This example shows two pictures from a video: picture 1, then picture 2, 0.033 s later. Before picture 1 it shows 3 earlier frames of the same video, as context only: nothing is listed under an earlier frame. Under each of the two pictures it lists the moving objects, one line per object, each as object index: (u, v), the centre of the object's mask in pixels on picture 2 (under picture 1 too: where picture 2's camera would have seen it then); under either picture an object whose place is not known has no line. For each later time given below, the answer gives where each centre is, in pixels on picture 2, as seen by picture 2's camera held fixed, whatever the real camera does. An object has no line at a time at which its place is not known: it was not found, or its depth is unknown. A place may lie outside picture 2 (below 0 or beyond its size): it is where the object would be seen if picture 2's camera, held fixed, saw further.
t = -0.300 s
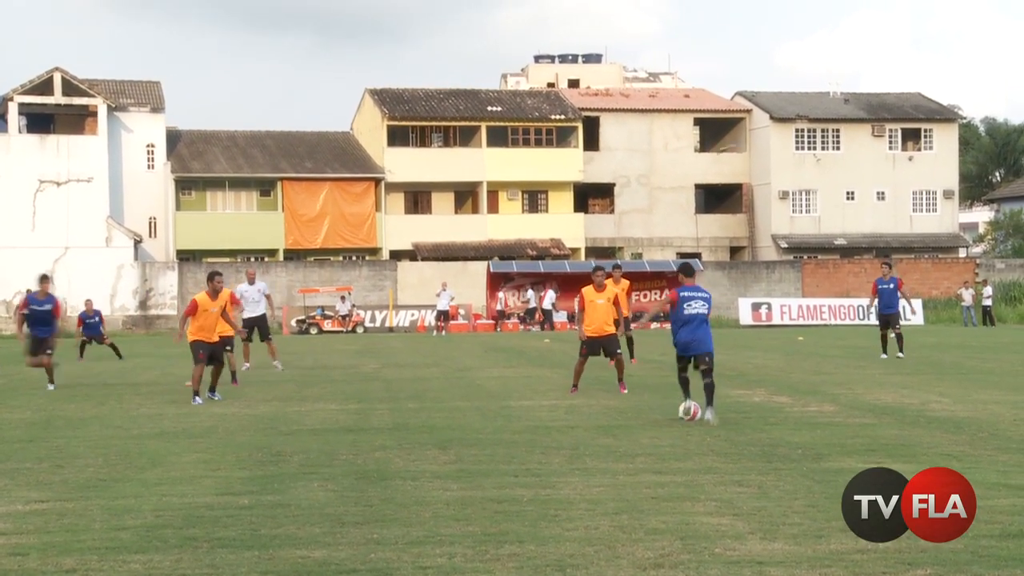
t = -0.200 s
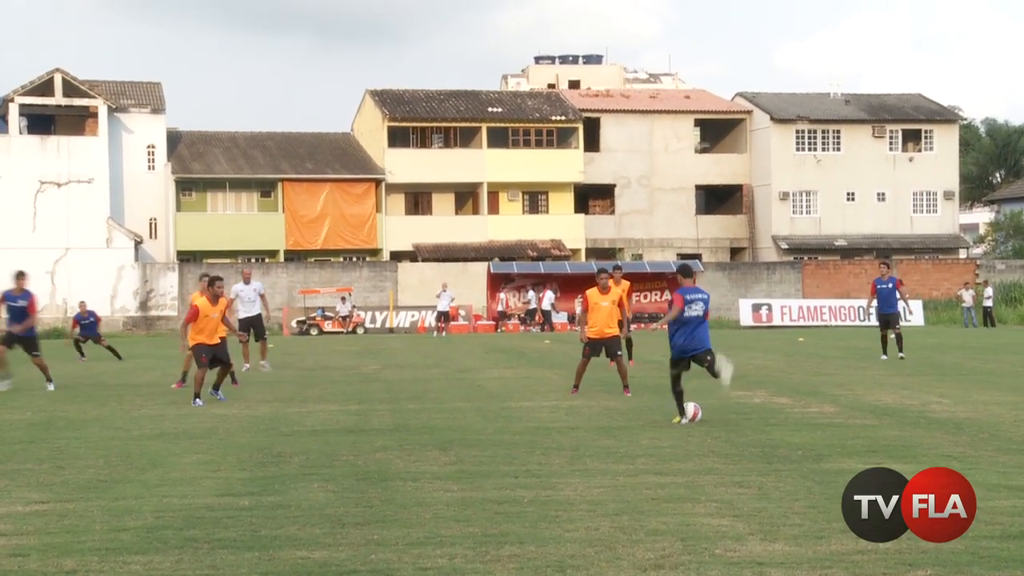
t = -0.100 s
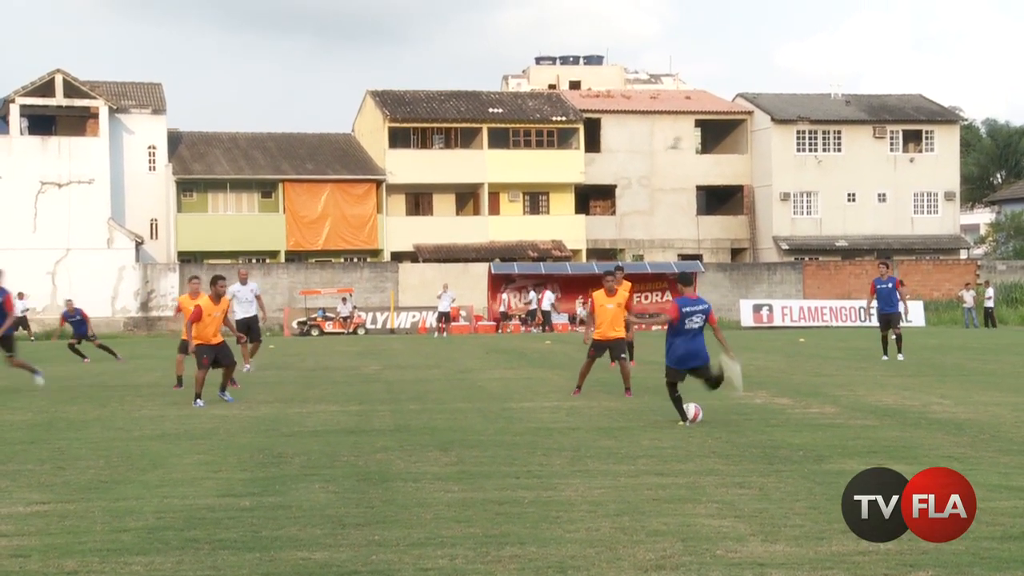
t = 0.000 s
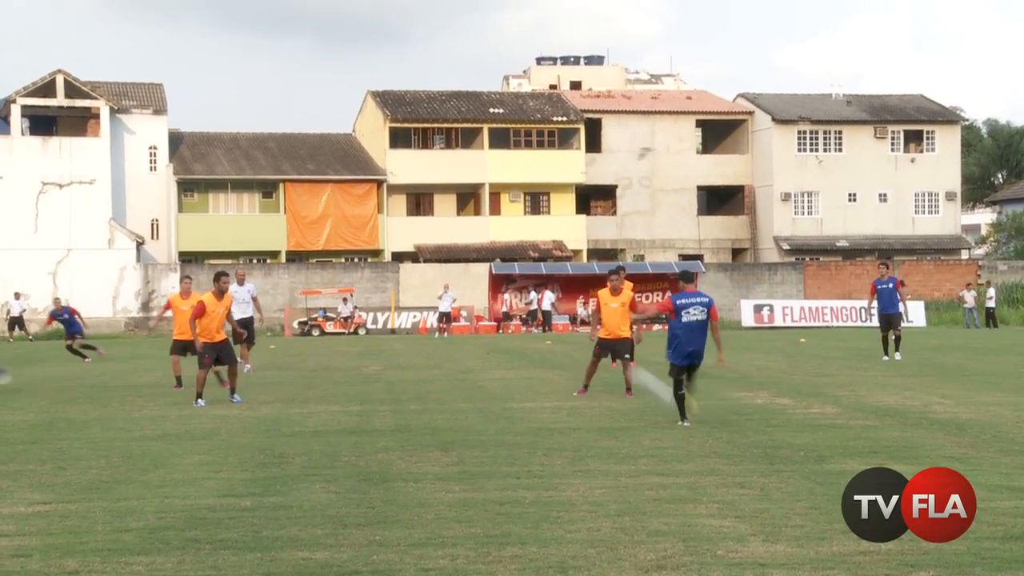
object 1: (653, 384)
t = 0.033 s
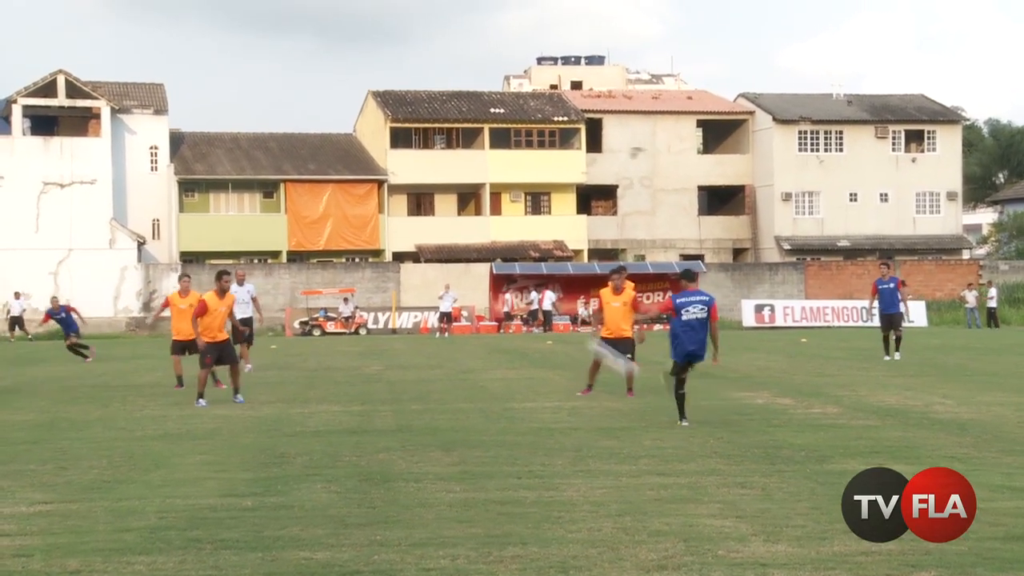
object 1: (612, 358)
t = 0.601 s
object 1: (49, 95)
